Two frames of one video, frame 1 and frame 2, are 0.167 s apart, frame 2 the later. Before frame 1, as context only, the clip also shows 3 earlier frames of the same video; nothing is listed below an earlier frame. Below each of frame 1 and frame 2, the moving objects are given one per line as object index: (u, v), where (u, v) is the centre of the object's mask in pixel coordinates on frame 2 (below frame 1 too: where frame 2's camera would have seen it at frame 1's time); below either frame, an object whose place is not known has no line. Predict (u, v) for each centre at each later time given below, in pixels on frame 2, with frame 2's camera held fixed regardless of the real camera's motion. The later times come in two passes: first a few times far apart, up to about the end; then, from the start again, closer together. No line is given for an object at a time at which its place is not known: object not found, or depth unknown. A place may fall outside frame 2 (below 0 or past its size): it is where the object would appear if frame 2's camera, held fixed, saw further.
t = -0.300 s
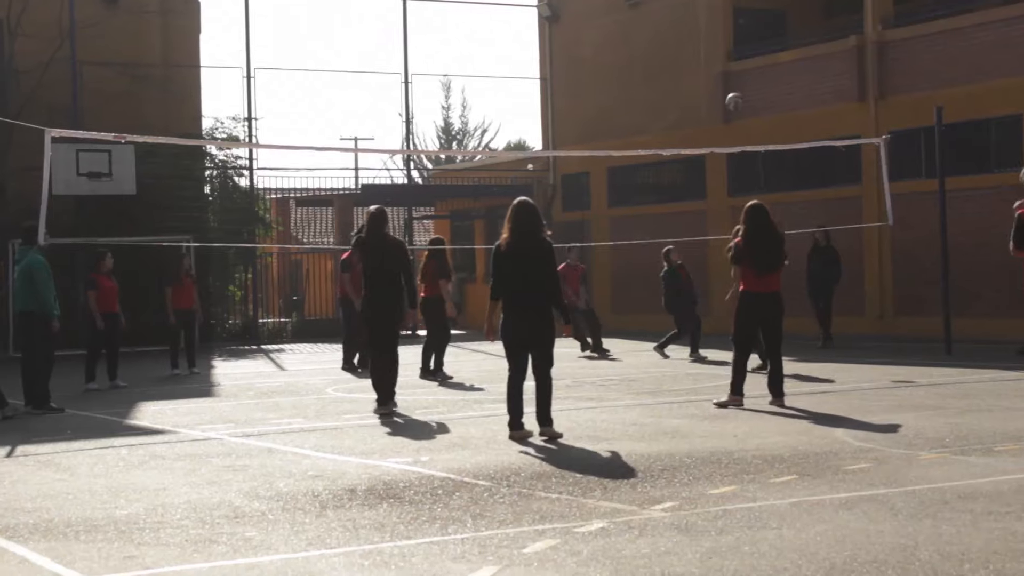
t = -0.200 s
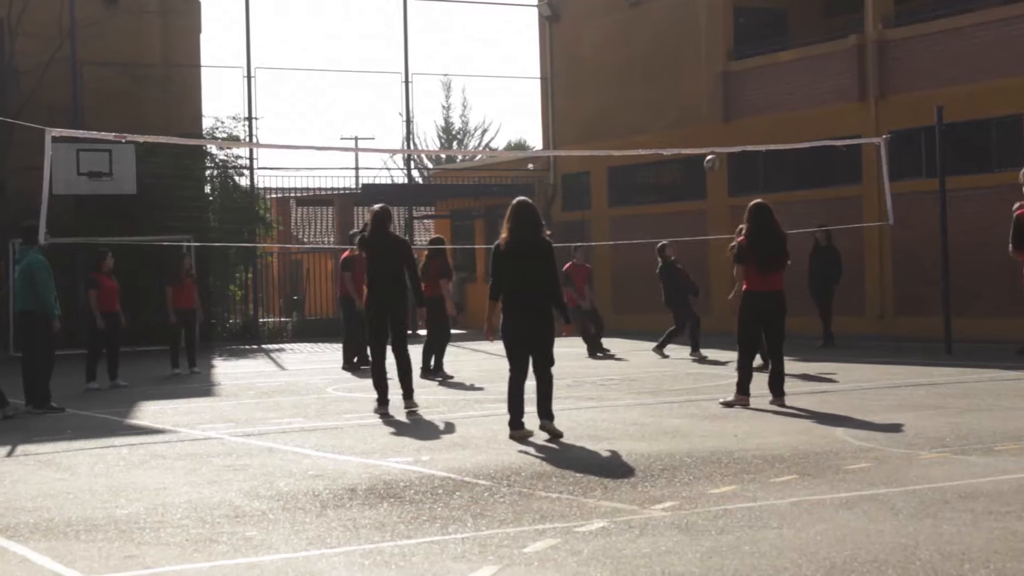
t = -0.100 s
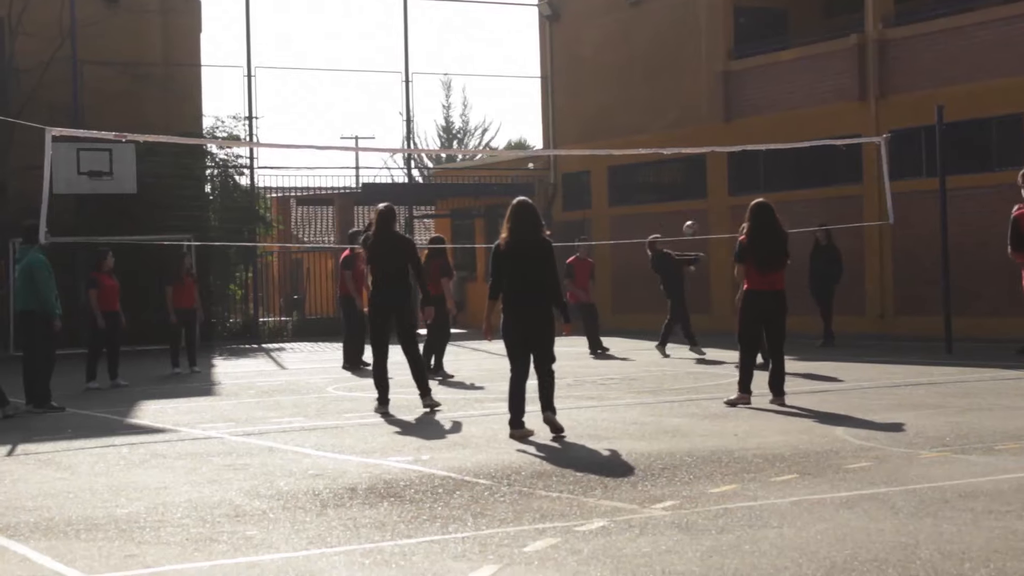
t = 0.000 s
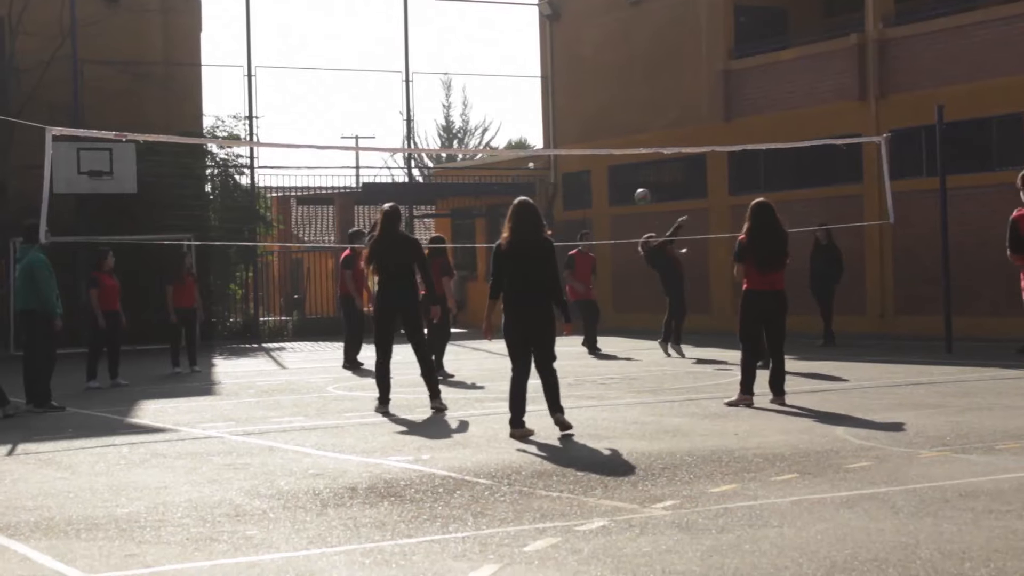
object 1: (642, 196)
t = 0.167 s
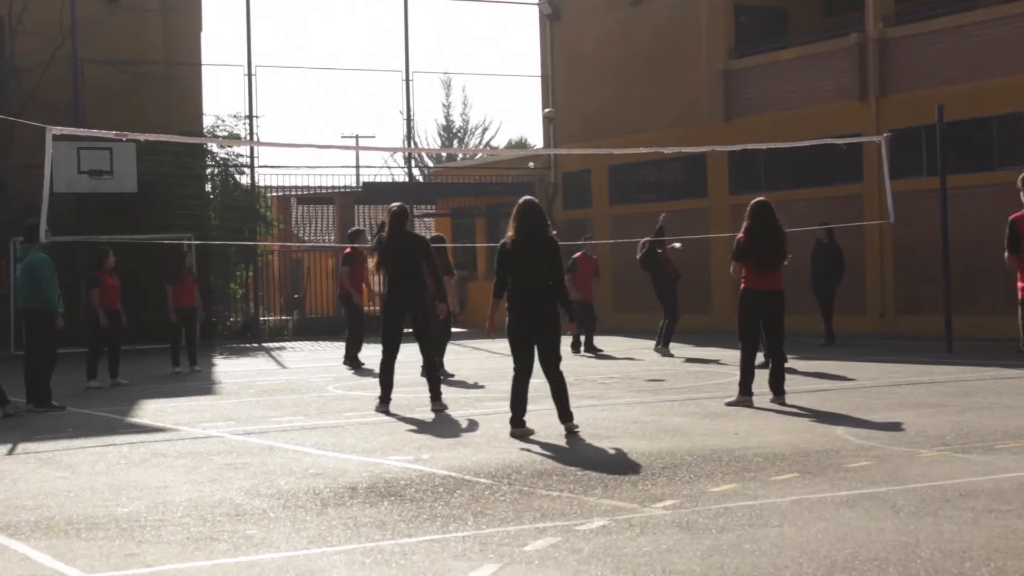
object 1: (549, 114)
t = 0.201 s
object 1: (532, 104)
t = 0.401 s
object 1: (424, 48)
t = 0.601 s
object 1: (321, 27)
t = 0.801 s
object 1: (224, 39)
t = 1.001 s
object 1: (135, 79)
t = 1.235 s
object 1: (37, 166)
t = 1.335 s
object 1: (4, 217)
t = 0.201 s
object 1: (532, 104)
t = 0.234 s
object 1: (514, 93)
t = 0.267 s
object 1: (496, 81)
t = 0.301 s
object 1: (477, 72)
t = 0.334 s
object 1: (459, 63)
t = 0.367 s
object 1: (442, 55)
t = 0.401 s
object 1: (424, 48)
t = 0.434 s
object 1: (407, 42)
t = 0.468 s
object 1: (389, 37)
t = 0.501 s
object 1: (372, 33)
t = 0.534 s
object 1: (354, 31)
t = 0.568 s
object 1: (338, 28)
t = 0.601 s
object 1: (321, 27)
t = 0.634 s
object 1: (304, 27)
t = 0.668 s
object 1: (288, 27)
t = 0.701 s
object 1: (271, 29)
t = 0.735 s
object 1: (255, 31)
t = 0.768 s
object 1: (240, 35)
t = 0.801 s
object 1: (224, 39)
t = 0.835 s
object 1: (208, 43)
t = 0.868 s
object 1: (193, 46)
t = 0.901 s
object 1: (178, 54)
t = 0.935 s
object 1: (164, 61)
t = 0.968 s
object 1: (150, 70)
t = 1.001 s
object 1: (135, 79)
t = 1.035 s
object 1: (120, 89)
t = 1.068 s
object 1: (106, 99)
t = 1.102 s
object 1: (92, 112)
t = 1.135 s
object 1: (78, 123)
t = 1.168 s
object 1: (64, 140)
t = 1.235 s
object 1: (37, 166)
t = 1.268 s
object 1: (26, 183)
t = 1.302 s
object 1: (13, 199)
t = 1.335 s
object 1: (4, 217)
